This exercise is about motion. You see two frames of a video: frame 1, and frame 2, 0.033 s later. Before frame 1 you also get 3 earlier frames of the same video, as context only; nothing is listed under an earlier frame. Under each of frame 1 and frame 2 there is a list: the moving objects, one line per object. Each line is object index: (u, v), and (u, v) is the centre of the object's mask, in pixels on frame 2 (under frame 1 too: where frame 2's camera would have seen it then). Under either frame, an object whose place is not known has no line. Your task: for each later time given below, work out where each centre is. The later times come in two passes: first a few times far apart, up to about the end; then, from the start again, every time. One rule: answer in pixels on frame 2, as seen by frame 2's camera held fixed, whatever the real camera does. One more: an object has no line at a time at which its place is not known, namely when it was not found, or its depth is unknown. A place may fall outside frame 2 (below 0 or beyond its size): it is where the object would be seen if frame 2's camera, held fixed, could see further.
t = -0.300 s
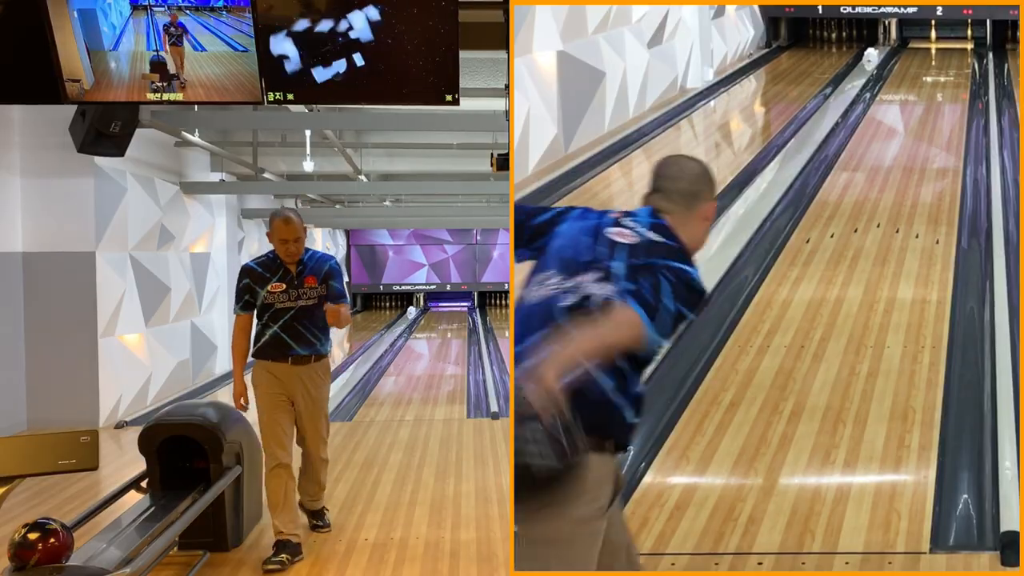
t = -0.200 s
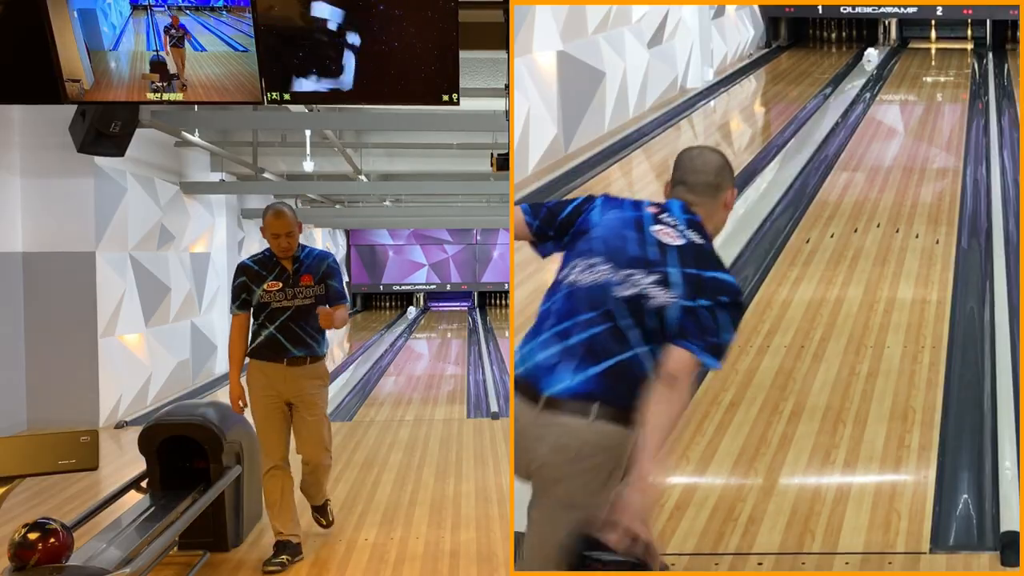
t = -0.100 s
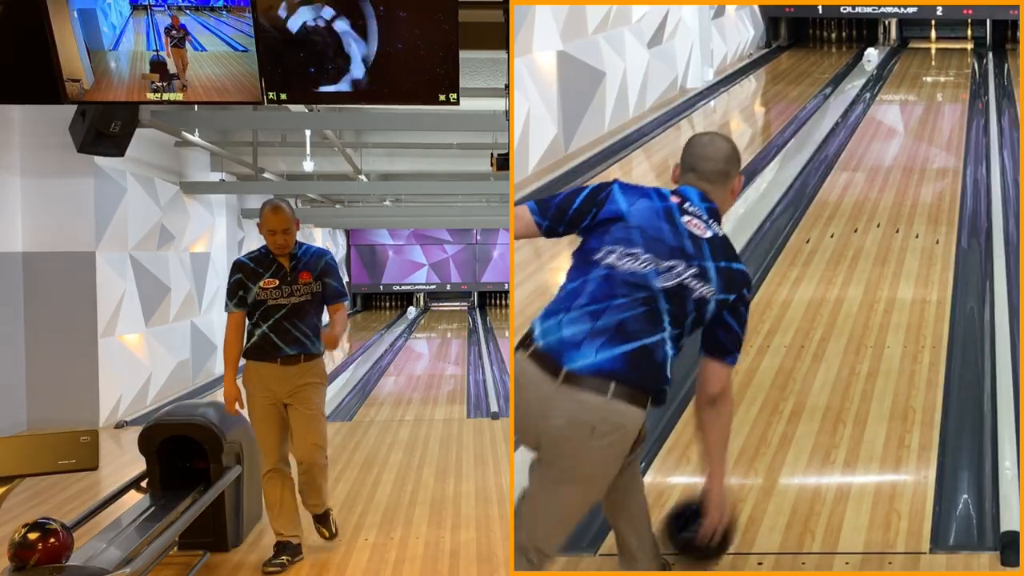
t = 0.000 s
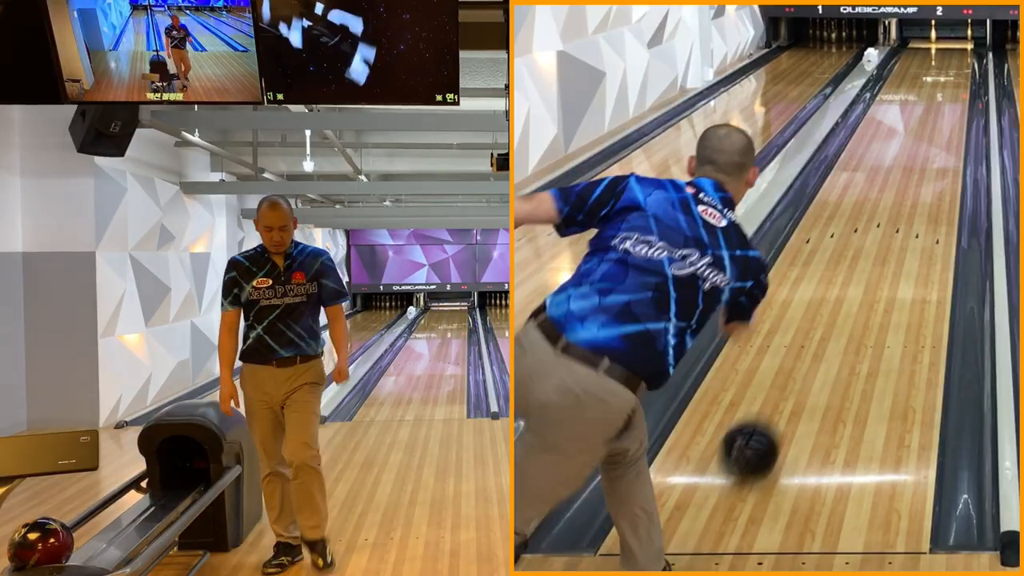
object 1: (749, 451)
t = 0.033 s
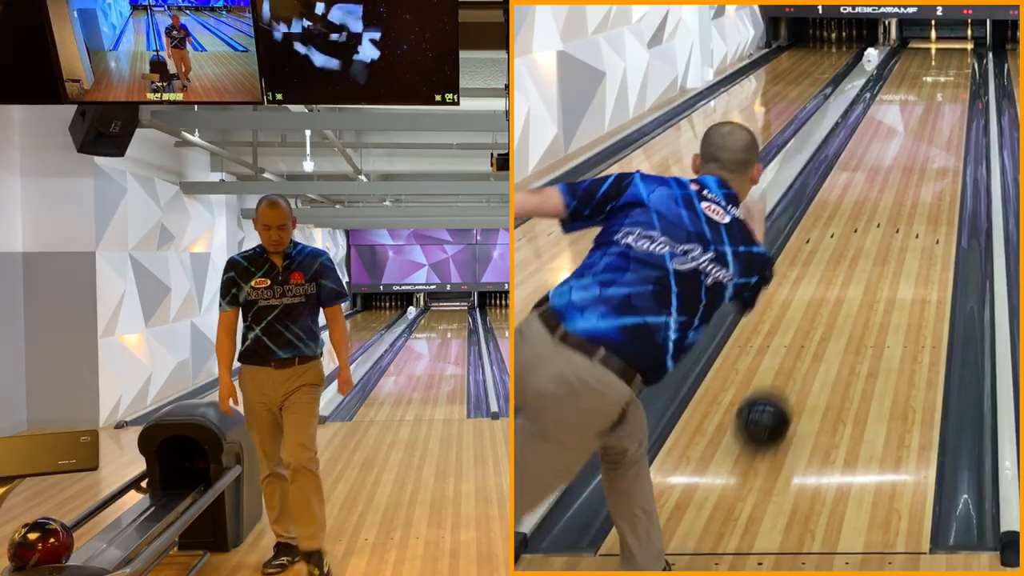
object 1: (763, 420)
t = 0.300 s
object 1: (831, 270)
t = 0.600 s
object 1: (870, 182)
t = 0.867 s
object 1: (890, 134)
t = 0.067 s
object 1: (774, 394)
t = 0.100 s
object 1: (785, 372)
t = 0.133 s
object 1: (794, 352)
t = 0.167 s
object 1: (803, 332)
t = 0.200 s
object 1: (811, 315)
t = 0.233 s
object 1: (818, 299)
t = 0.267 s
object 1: (825, 284)
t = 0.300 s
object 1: (831, 270)
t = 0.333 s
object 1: (837, 257)
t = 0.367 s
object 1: (842, 246)
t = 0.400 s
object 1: (847, 234)
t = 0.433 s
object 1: (851, 224)
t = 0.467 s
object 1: (856, 214)
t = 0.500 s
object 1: (859, 206)
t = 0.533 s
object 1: (863, 197)
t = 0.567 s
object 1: (867, 189)
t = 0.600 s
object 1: (870, 182)
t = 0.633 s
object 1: (873, 175)
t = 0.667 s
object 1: (876, 168)
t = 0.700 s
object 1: (879, 161)
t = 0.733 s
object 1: (881, 155)
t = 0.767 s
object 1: (884, 150)
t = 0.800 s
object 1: (886, 144)
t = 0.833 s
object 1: (888, 139)
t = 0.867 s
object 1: (890, 134)
